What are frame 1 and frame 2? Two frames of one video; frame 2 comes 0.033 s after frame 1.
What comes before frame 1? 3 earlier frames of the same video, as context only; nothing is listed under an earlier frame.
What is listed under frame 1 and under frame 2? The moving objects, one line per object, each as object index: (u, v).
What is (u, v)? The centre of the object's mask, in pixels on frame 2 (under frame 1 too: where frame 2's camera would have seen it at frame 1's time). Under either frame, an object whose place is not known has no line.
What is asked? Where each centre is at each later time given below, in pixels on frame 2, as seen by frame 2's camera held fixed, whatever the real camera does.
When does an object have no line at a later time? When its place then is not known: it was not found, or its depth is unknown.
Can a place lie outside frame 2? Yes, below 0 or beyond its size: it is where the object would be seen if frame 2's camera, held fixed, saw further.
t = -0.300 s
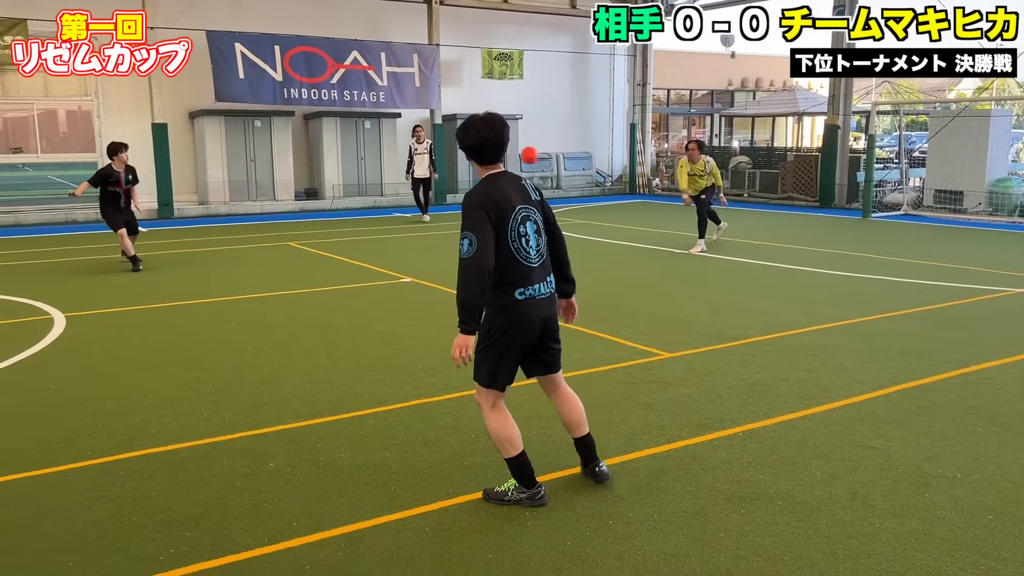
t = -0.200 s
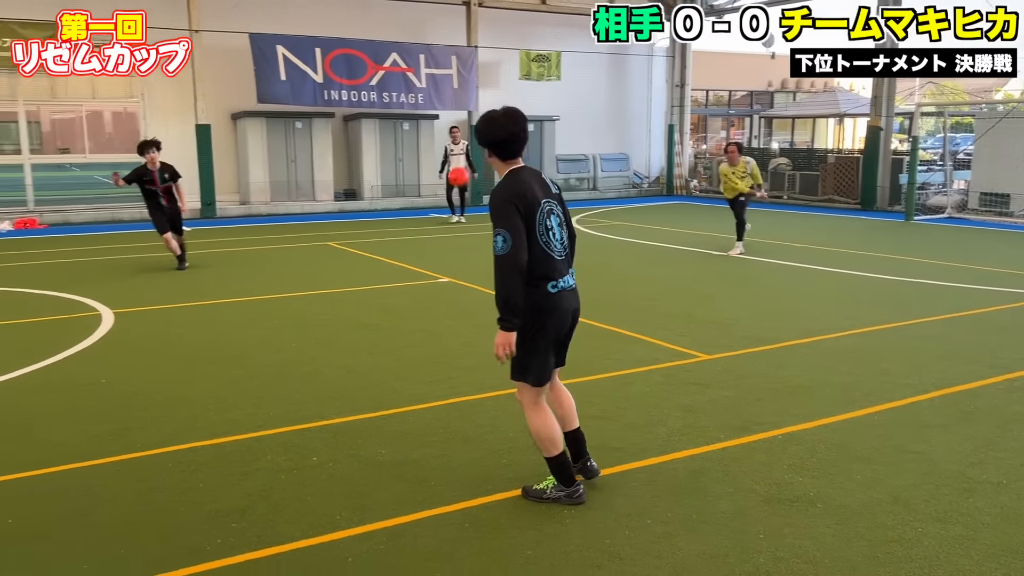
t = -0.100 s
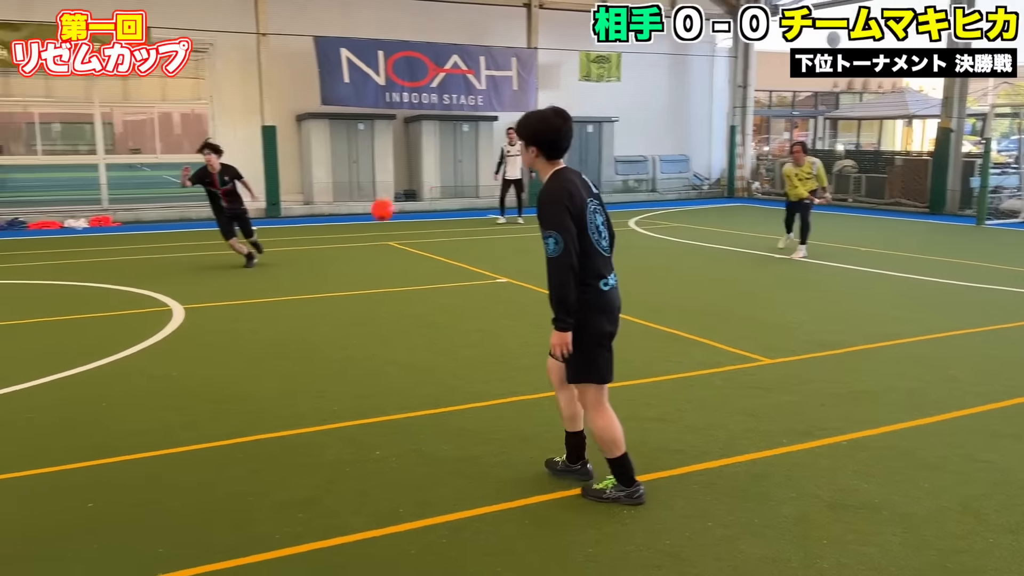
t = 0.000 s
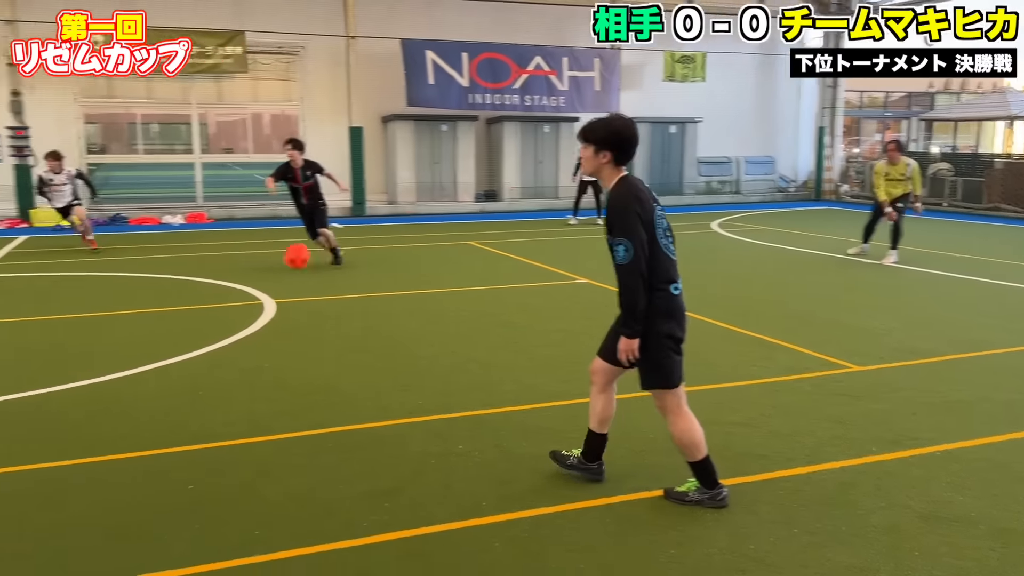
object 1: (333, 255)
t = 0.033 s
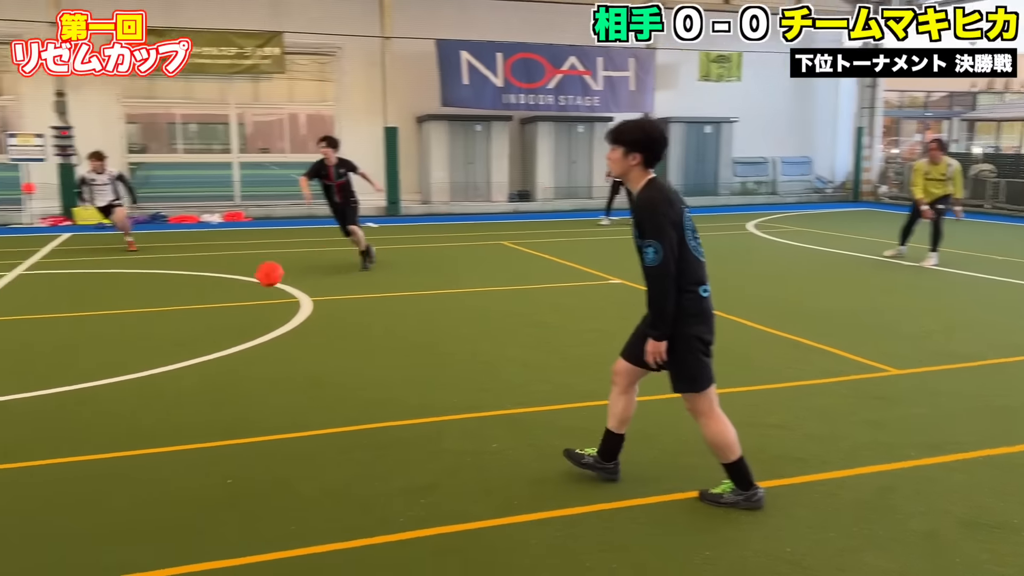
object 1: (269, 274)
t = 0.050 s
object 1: (235, 285)
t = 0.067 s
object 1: (200, 296)
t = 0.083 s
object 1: (163, 308)
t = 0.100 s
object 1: (125, 321)
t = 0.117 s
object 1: (86, 335)
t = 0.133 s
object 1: (49, 342)
